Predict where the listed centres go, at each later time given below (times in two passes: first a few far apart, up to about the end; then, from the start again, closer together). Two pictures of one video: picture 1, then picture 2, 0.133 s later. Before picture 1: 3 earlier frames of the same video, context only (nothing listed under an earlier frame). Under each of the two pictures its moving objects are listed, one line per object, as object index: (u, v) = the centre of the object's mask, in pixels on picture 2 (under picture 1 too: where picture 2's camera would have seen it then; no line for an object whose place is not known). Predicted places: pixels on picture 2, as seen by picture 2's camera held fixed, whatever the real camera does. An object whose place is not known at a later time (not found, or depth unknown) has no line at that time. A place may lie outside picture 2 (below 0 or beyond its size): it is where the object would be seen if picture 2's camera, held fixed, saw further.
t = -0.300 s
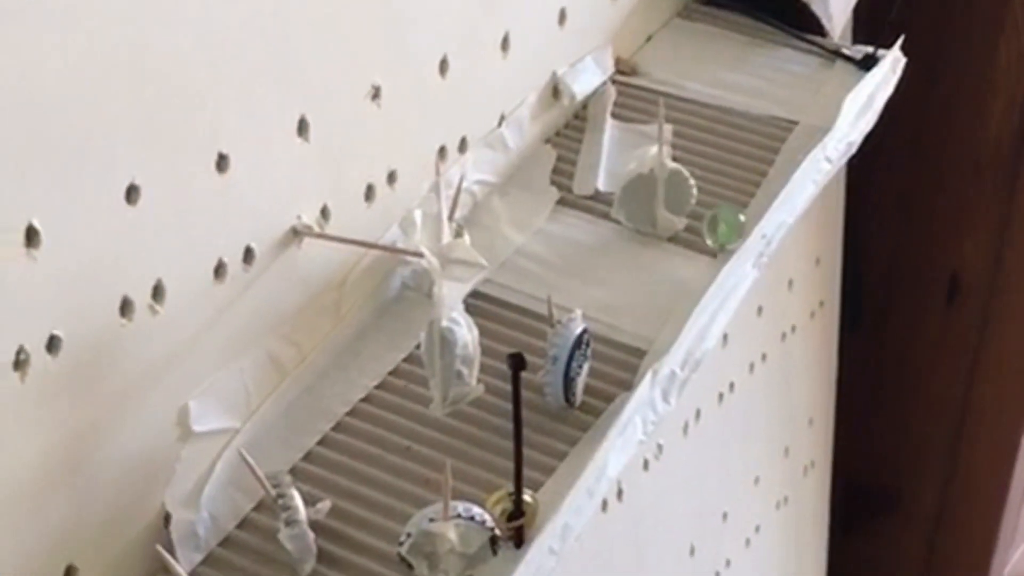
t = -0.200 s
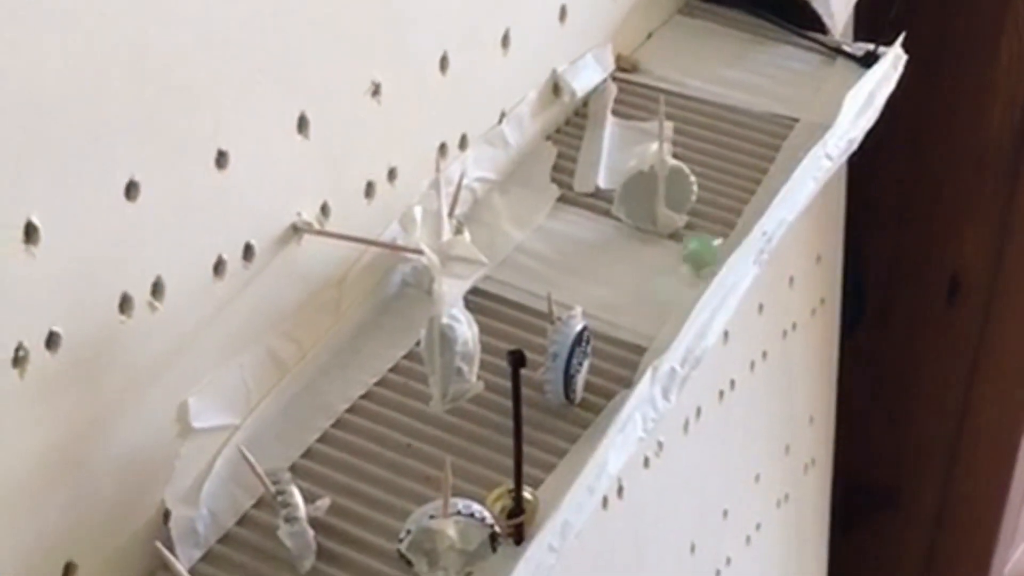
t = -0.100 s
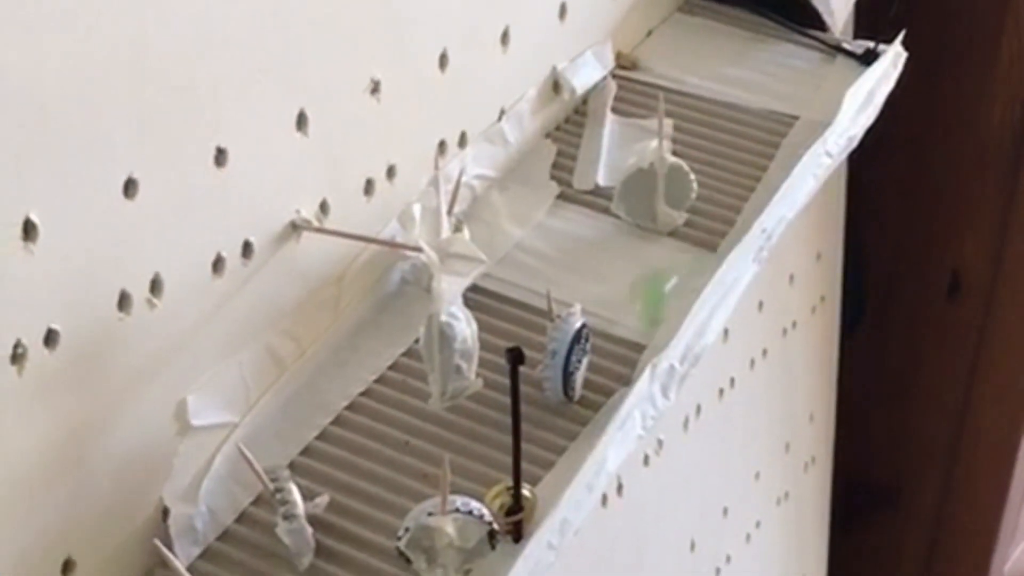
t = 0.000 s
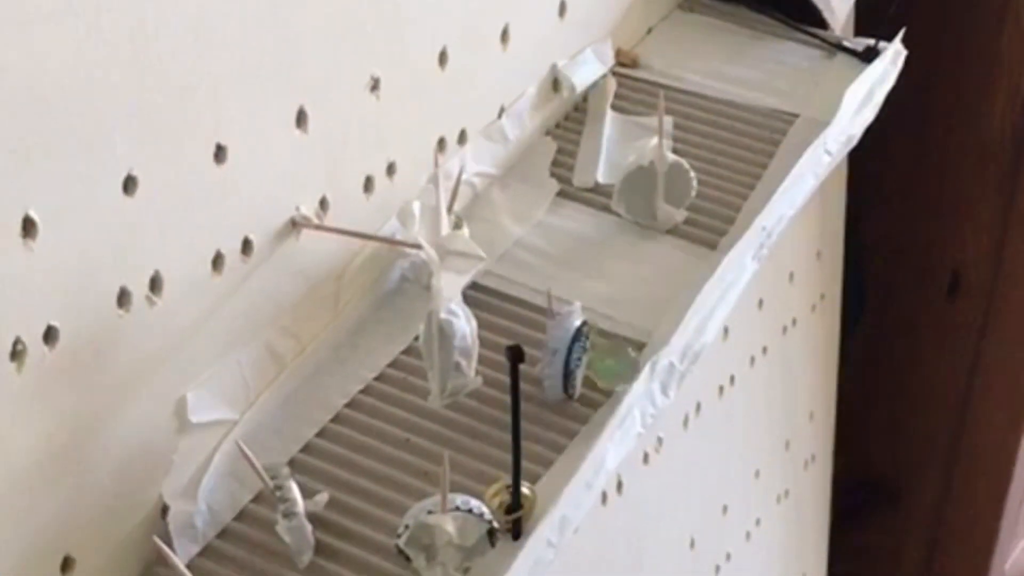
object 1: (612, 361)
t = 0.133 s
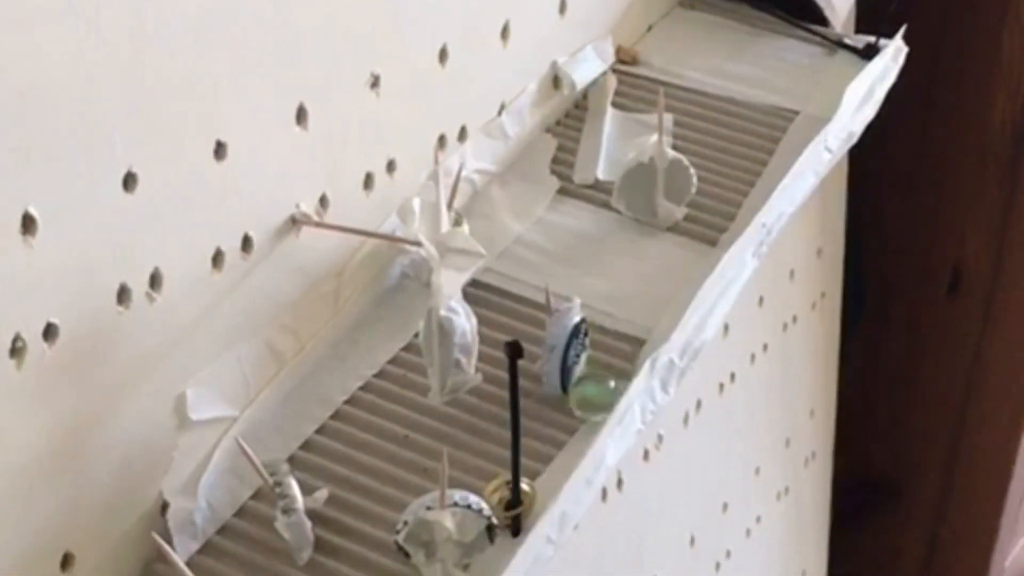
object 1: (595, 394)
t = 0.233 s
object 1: (556, 426)
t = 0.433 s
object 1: (430, 486)
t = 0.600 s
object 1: (324, 568)
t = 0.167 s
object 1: (591, 405)
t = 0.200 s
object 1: (571, 416)
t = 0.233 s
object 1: (556, 426)
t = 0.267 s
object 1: (539, 443)
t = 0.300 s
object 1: (512, 455)
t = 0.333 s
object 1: (491, 464)
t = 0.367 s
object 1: (479, 474)
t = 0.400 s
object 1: (467, 477)
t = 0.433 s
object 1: (430, 486)
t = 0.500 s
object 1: (384, 524)
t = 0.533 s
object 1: (369, 541)
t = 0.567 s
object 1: (344, 552)
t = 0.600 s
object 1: (324, 568)
